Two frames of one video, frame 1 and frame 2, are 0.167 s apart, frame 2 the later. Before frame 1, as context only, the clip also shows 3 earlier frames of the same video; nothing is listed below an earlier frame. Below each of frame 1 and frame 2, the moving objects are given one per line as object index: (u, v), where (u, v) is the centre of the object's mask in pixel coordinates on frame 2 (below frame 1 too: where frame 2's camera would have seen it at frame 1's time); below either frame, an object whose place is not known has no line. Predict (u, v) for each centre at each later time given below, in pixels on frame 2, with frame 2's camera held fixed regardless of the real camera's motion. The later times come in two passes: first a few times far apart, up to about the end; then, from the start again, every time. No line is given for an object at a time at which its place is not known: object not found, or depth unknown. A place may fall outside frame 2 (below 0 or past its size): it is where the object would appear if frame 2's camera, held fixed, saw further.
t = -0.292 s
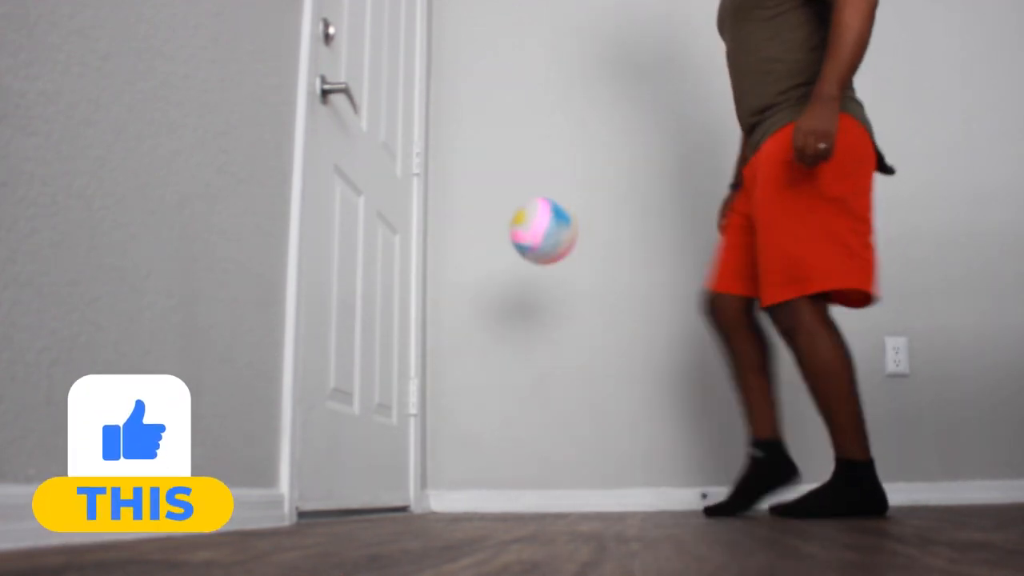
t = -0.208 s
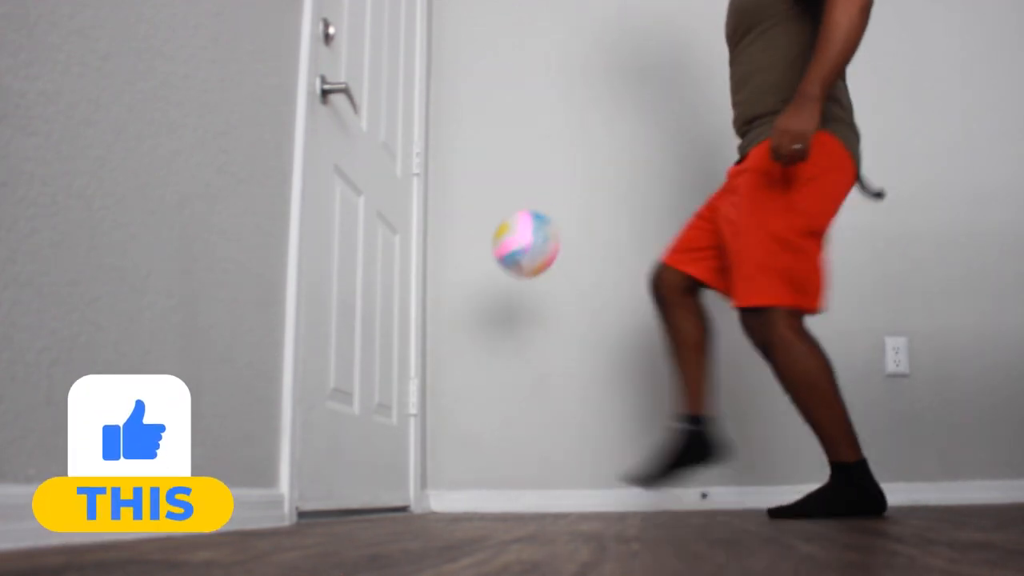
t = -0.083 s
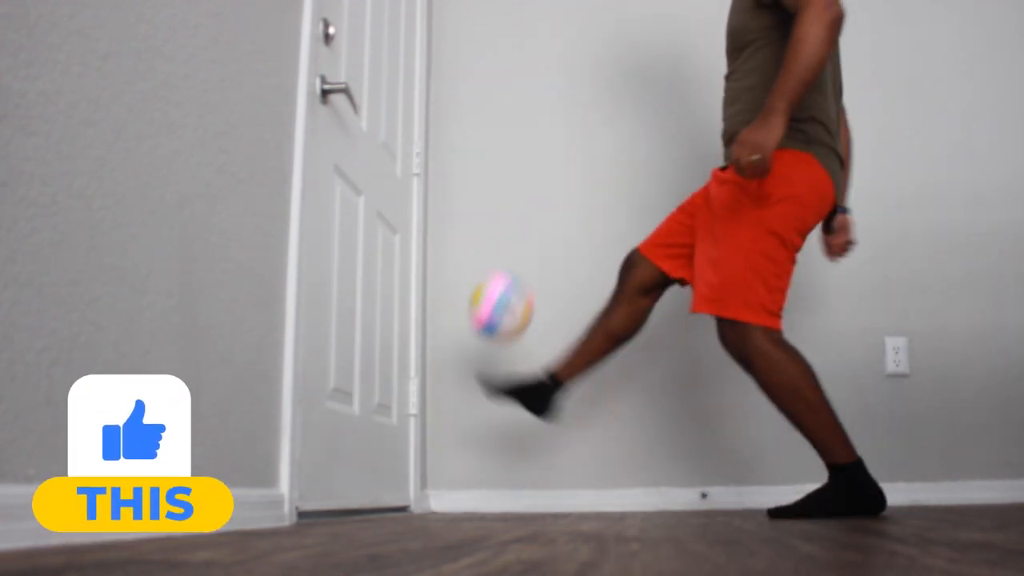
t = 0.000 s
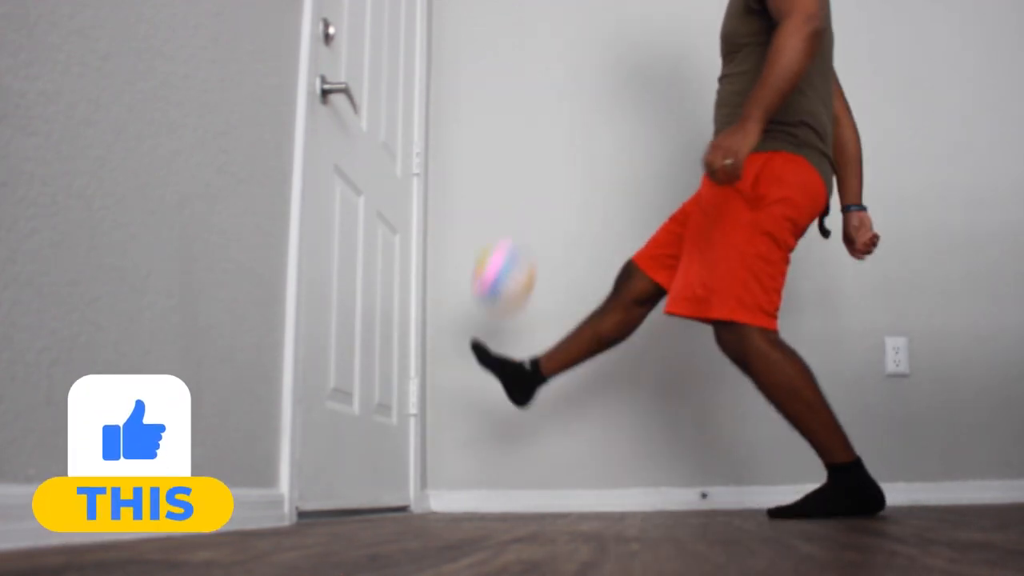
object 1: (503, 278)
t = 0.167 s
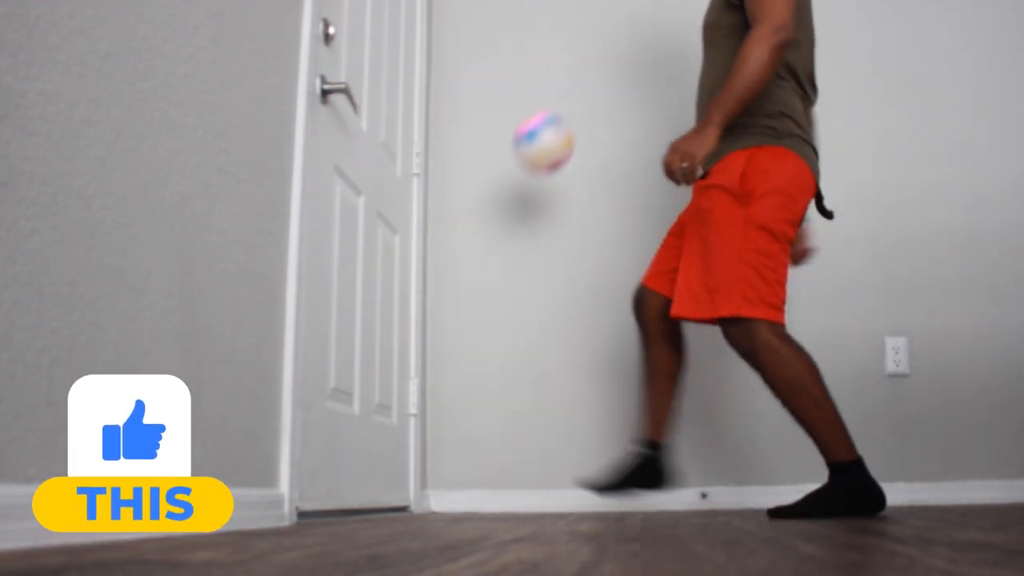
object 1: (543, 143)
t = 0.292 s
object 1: (572, 101)
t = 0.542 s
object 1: (633, 164)
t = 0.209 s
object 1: (553, 124)
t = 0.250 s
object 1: (563, 110)
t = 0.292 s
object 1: (572, 101)
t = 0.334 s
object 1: (582, 98)
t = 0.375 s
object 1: (592, 100)
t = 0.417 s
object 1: (601, 107)
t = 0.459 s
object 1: (611, 119)
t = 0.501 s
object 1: (622, 138)
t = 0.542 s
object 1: (633, 164)
